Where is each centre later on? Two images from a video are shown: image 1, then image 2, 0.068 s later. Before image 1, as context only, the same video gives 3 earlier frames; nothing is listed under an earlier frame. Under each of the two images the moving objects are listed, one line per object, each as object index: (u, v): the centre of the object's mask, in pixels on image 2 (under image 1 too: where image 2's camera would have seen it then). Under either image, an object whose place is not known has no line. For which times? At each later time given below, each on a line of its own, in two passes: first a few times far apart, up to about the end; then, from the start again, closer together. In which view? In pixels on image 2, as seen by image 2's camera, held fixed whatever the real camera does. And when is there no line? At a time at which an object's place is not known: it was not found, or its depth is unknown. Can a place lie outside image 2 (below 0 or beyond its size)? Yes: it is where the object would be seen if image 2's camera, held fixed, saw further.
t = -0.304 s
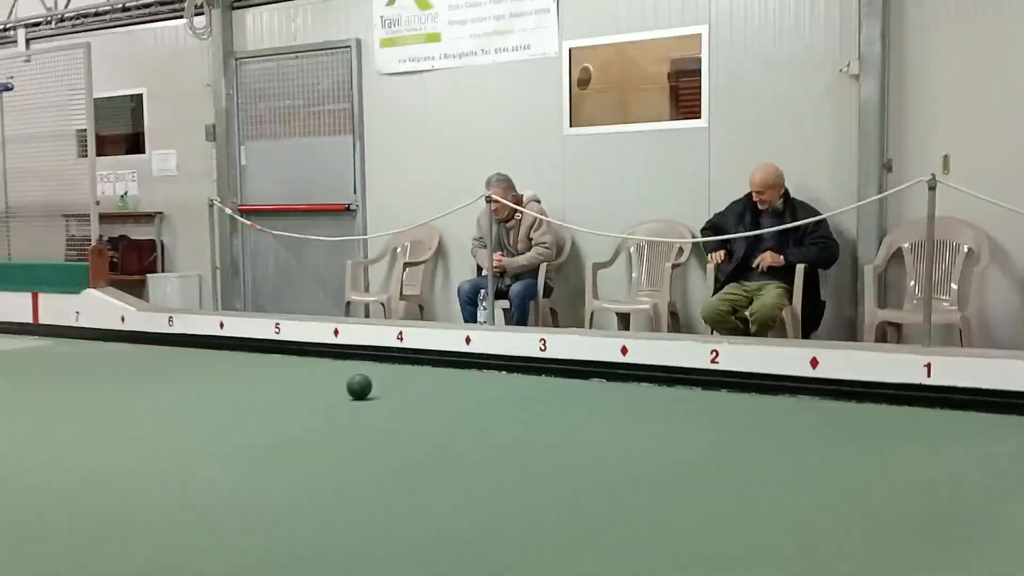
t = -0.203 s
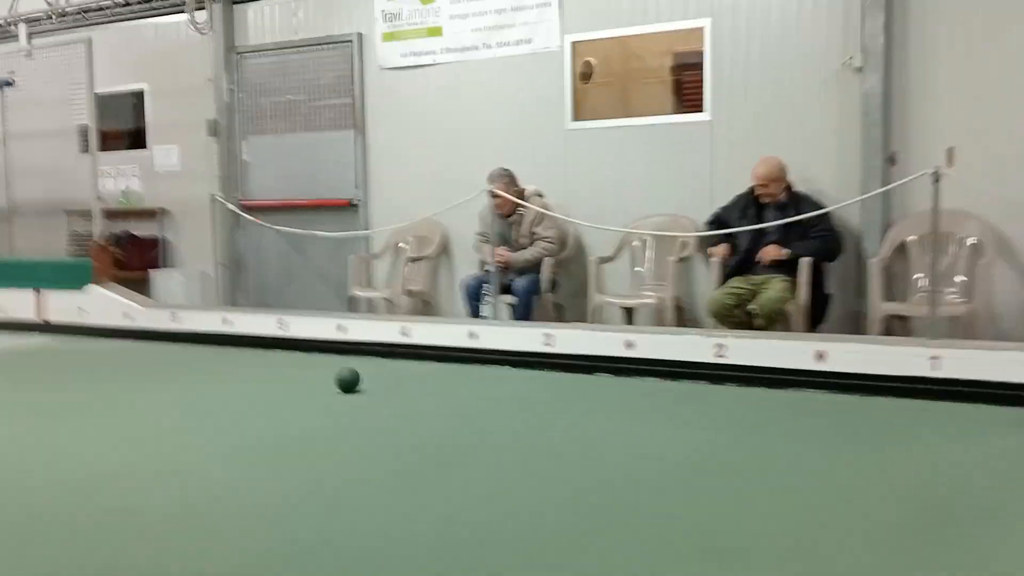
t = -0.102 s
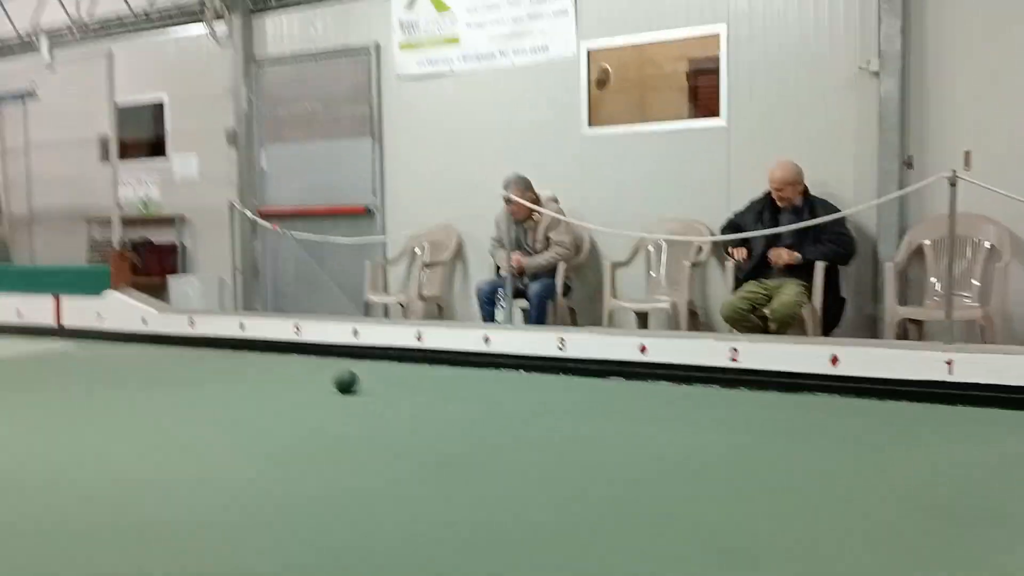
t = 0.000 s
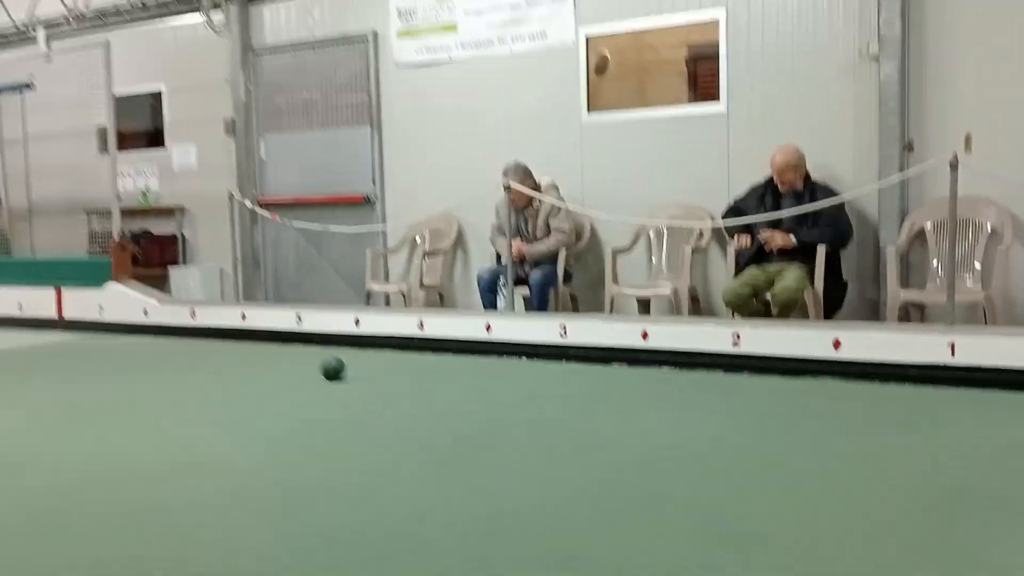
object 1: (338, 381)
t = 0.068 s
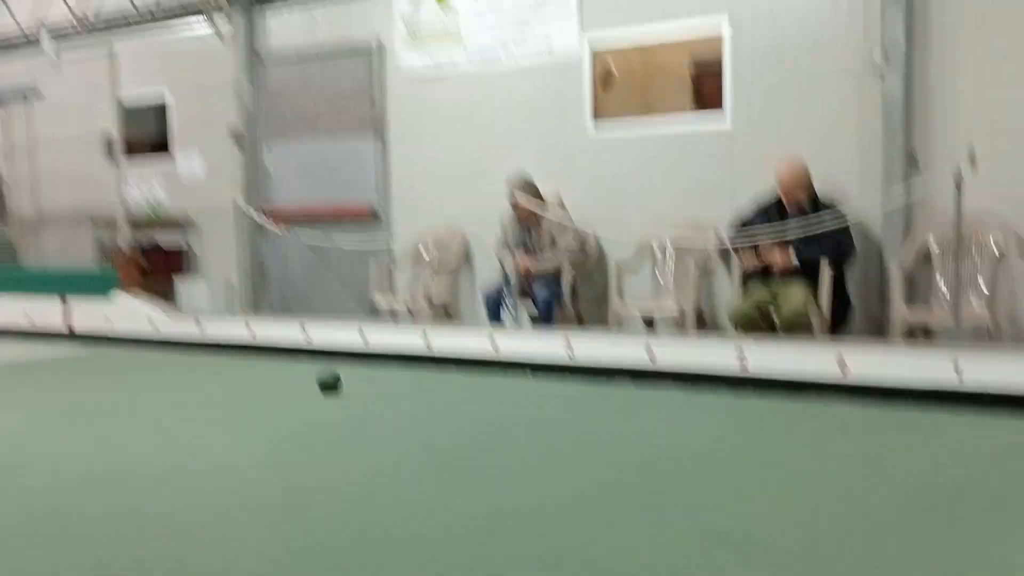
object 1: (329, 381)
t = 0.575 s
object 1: (263, 370)
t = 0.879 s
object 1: (230, 365)
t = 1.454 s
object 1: (178, 356)
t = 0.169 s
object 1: (314, 378)
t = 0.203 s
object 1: (310, 377)
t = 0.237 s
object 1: (306, 377)
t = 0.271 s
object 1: (300, 374)
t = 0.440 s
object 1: (280, 372)
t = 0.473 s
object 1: (275, 372)
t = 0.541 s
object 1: (267, 371)
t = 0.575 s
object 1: (263, 370)
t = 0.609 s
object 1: (259, 370)
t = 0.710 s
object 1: (248, 367)
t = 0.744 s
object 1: (243, 365)
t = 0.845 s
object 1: (232, 365)
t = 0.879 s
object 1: (230, 365)
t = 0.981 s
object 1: (218, 360)
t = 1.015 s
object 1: (216, 362)
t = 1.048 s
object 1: (214, 363)
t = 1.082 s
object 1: (210, 362)
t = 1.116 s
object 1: (207, 361)
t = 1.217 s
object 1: (198, 359)
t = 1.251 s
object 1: (195, 358)
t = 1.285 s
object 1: (193, 358)
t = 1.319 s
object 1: (190, 359)
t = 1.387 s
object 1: (184, 357)
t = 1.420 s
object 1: (181, 356)
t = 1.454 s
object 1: (178, 356)
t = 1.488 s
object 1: (176, 356)
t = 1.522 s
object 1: (173, 355)
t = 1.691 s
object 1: (160, 353)
